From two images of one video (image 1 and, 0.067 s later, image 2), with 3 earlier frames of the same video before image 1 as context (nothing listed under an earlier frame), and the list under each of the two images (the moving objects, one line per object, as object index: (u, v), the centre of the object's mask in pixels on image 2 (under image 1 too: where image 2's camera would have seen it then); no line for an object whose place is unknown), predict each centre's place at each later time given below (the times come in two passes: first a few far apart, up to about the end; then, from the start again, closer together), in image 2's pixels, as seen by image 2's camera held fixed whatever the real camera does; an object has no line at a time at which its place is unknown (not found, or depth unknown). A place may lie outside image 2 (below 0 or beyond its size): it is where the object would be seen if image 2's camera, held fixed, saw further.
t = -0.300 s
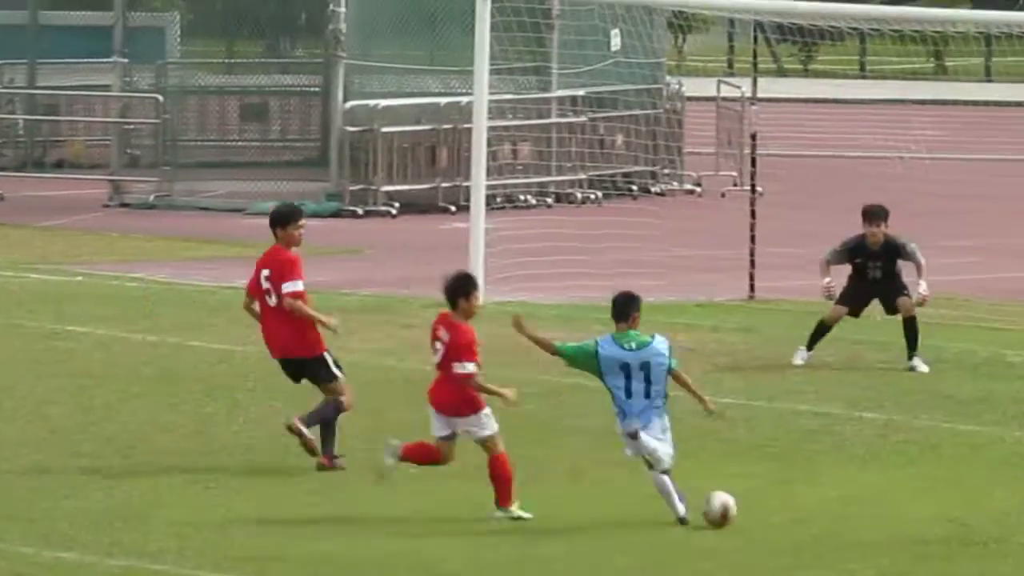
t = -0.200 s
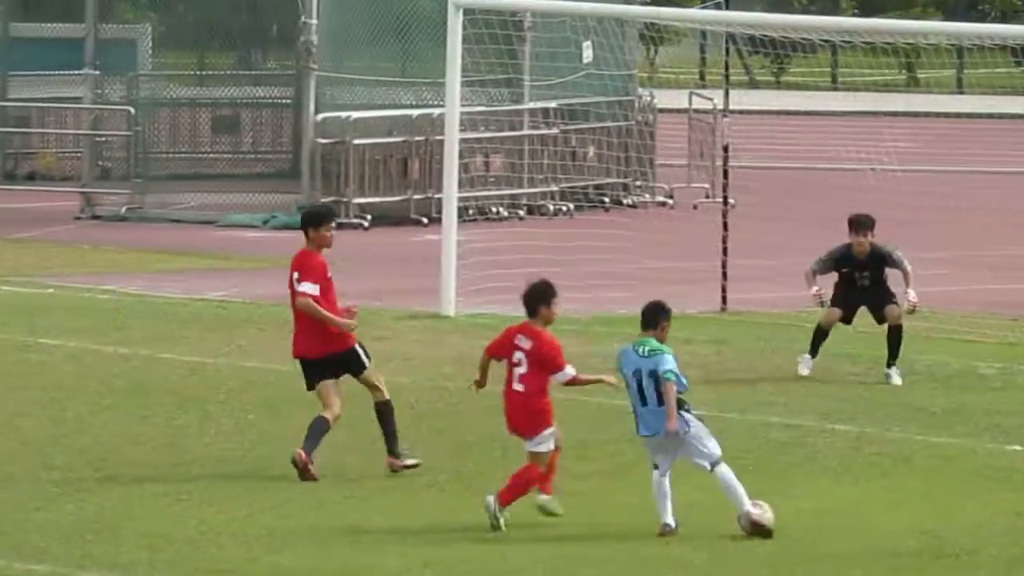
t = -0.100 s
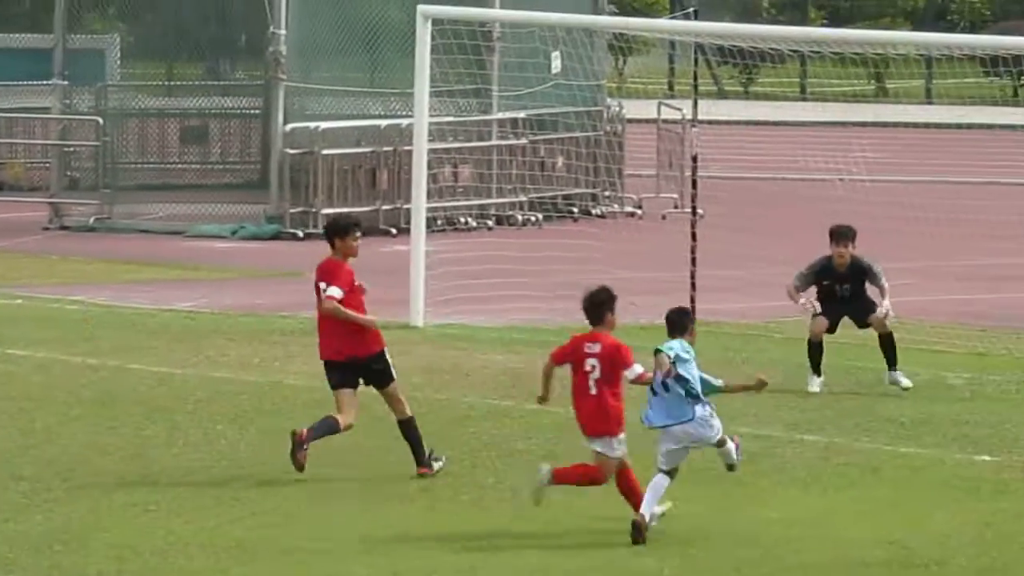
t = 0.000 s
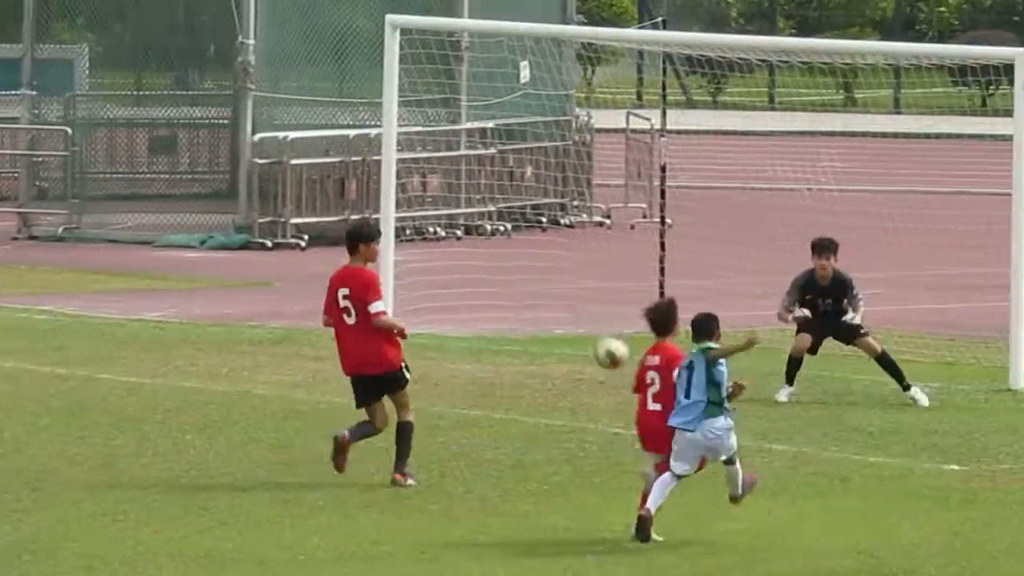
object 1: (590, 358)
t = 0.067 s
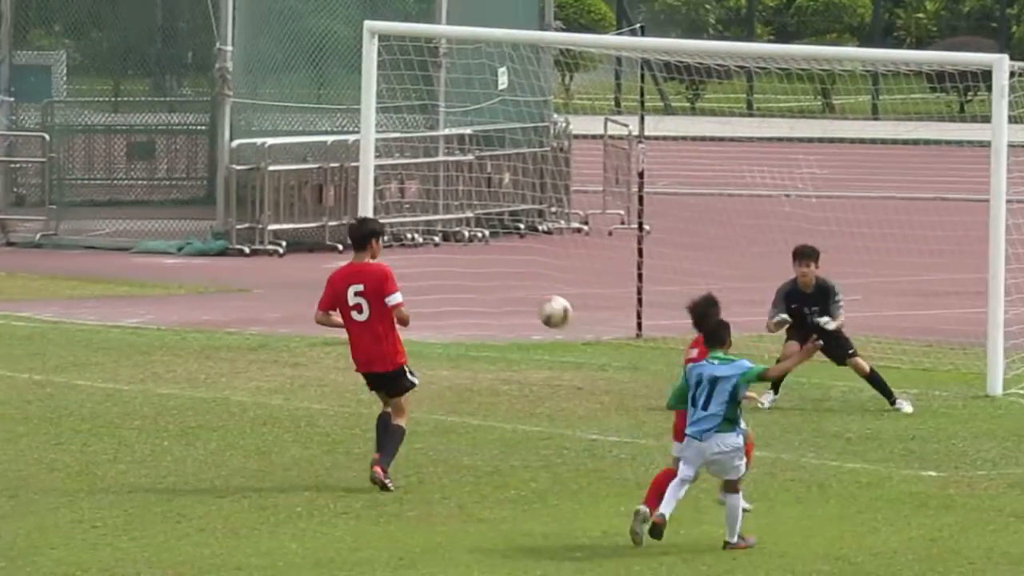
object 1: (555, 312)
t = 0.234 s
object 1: (463, 230)
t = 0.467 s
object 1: (333, 188)
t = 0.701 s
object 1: (197, 218)
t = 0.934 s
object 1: (56, 310)
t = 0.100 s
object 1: (538, 291)
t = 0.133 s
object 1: (519, 273)
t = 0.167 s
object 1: (500, 257)
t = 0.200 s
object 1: (482, 243)
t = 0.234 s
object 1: (463, 230)
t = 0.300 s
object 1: (425, 209)
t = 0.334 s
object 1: (408, 202)
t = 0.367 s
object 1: (391, 198)
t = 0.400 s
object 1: (371, 195)
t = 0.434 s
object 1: (351, 190)
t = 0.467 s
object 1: (333, 188)
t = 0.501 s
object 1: (314, 188)
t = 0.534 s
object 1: (295, 189)
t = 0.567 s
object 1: (276, 193)
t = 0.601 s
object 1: (256, 197)
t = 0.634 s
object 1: (237, 204)
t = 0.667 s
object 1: (216, 210)
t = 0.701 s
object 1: (197, 218)
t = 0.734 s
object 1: (177, 228)
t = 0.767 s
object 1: (157, 238)
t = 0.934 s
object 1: (56, 310)
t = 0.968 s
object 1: (40, 321)
